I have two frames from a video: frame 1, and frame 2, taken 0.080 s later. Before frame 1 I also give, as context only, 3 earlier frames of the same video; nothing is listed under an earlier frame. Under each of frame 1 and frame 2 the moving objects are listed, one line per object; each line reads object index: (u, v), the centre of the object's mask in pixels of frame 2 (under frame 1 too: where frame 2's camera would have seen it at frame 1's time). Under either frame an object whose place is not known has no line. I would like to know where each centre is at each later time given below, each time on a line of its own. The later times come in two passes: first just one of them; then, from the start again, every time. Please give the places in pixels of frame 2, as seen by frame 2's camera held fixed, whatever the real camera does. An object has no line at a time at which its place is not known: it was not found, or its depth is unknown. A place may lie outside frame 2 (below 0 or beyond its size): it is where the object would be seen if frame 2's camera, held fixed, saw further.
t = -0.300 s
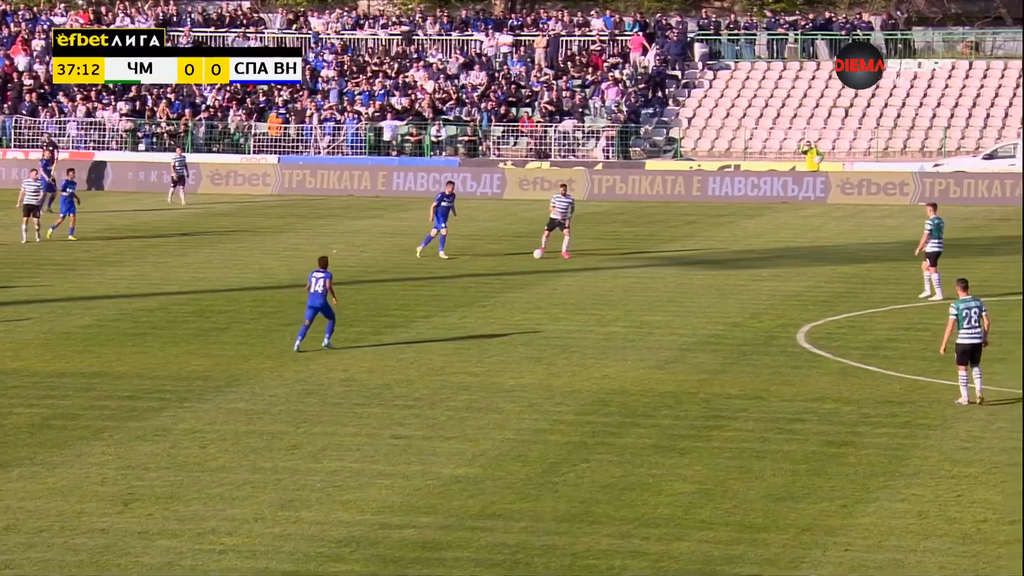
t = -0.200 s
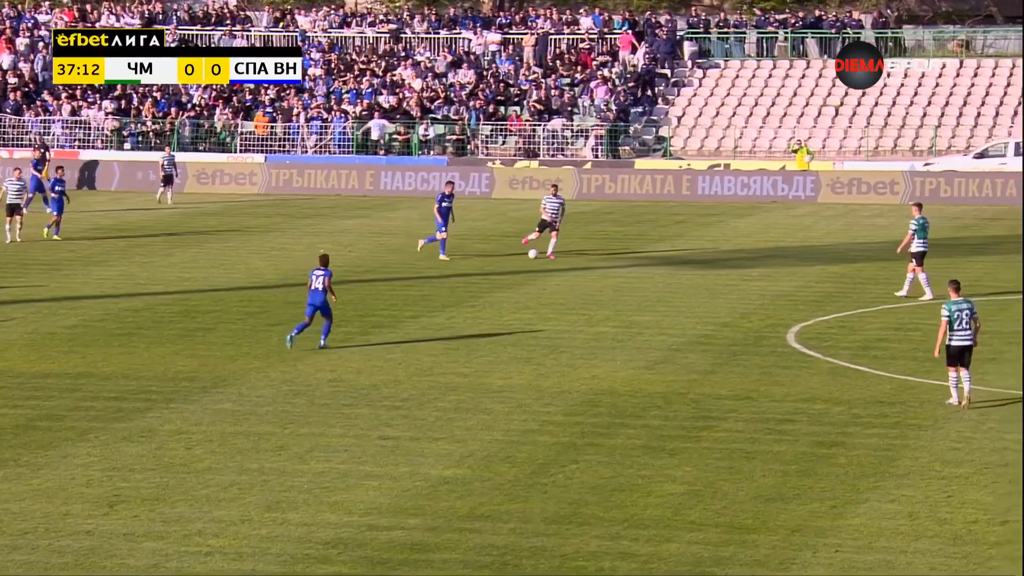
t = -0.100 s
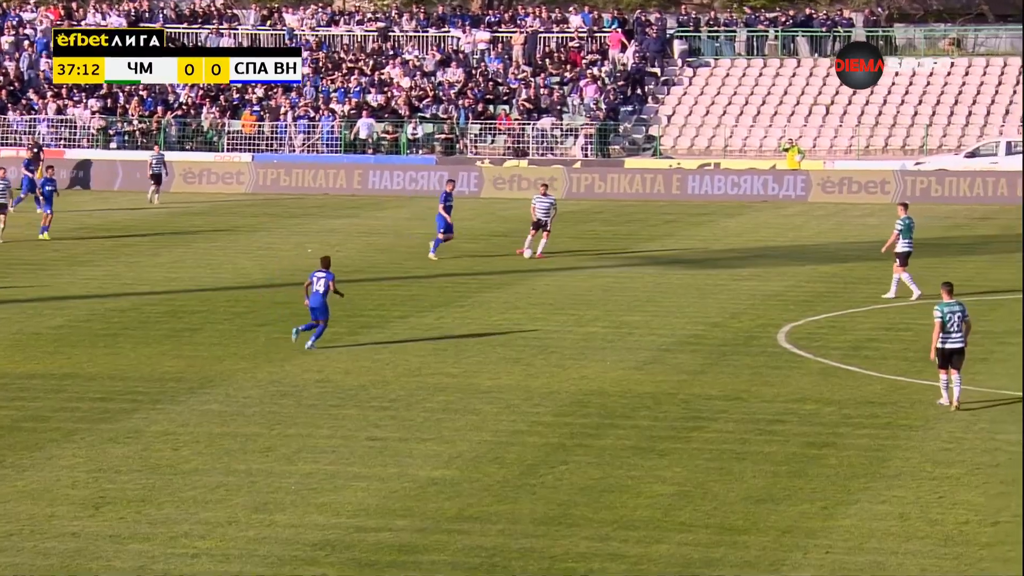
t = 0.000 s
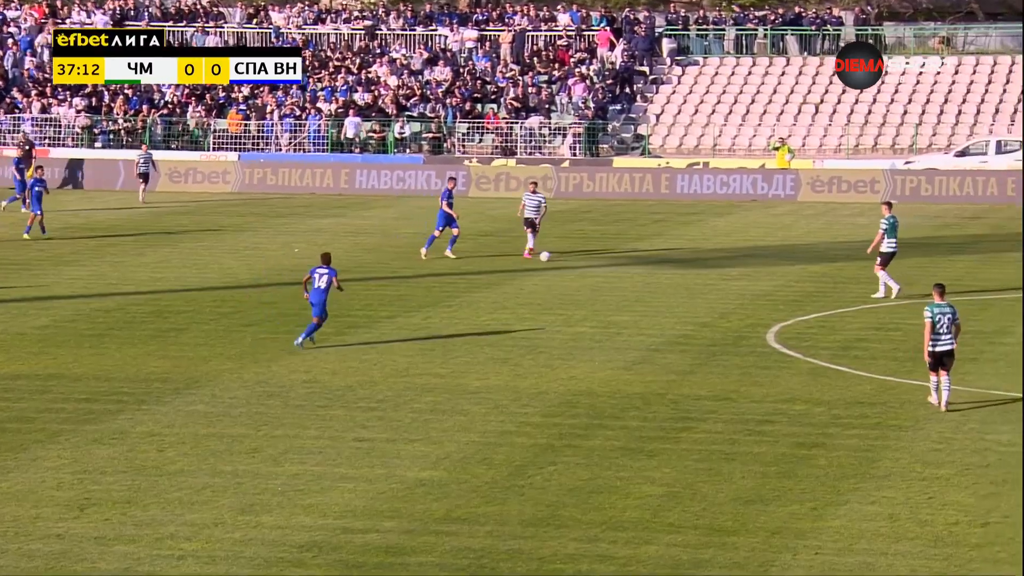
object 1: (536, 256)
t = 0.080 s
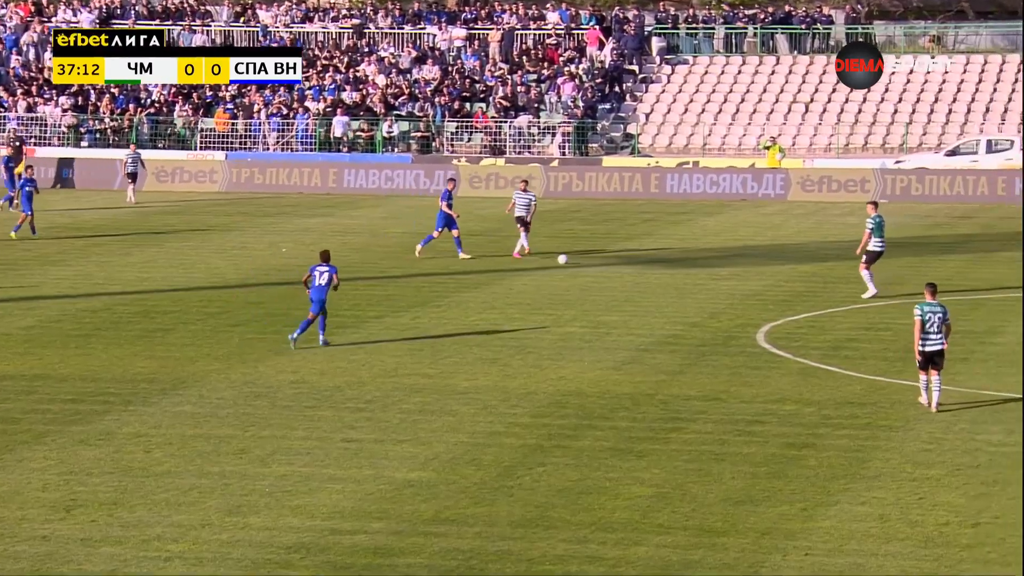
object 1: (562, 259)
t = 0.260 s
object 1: (618, 265)
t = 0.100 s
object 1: (569, 259)
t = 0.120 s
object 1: (575, 260)
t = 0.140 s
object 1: (582, 260)
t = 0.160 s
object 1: (587, 261)
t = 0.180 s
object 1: (593, 262)
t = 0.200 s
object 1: (600, 263)
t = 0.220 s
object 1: (605, 263)
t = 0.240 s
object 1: (612, 264)
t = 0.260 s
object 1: (618, 265)
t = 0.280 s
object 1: (624, 266)
